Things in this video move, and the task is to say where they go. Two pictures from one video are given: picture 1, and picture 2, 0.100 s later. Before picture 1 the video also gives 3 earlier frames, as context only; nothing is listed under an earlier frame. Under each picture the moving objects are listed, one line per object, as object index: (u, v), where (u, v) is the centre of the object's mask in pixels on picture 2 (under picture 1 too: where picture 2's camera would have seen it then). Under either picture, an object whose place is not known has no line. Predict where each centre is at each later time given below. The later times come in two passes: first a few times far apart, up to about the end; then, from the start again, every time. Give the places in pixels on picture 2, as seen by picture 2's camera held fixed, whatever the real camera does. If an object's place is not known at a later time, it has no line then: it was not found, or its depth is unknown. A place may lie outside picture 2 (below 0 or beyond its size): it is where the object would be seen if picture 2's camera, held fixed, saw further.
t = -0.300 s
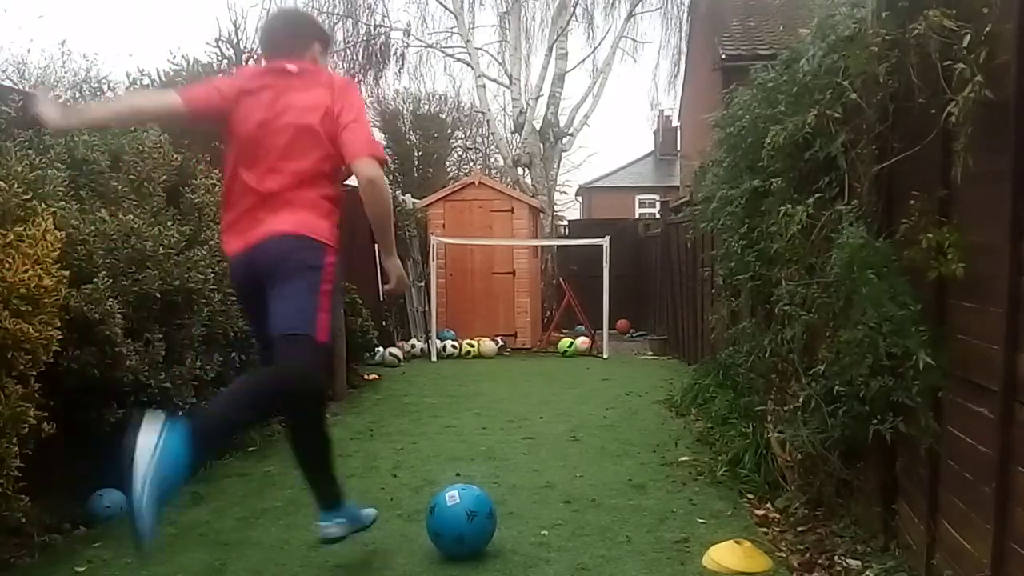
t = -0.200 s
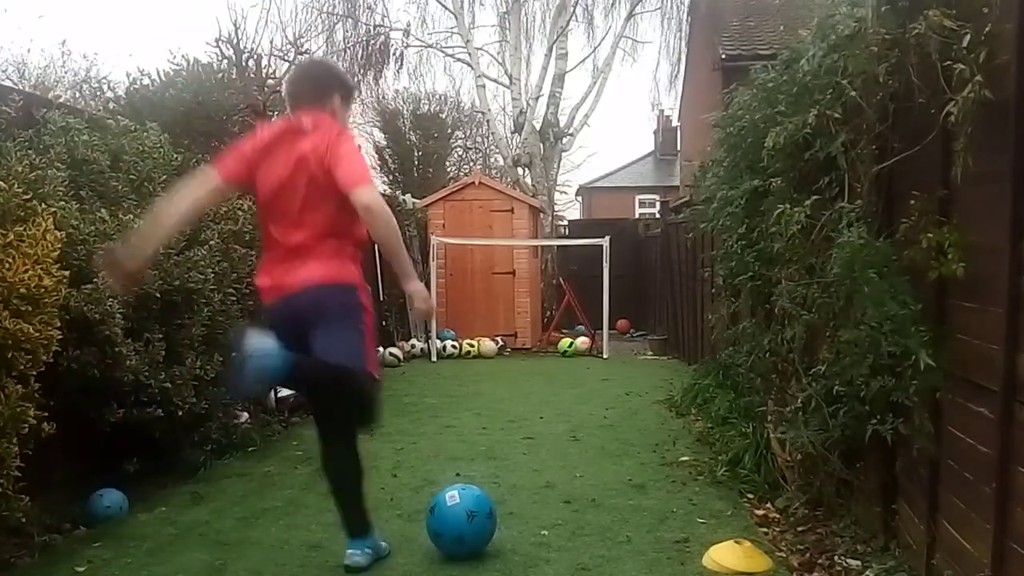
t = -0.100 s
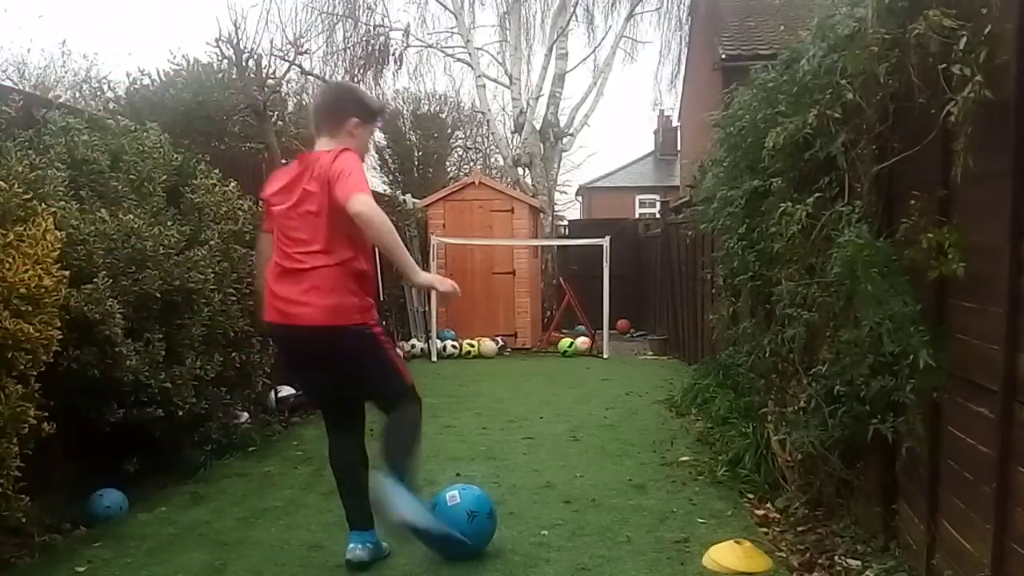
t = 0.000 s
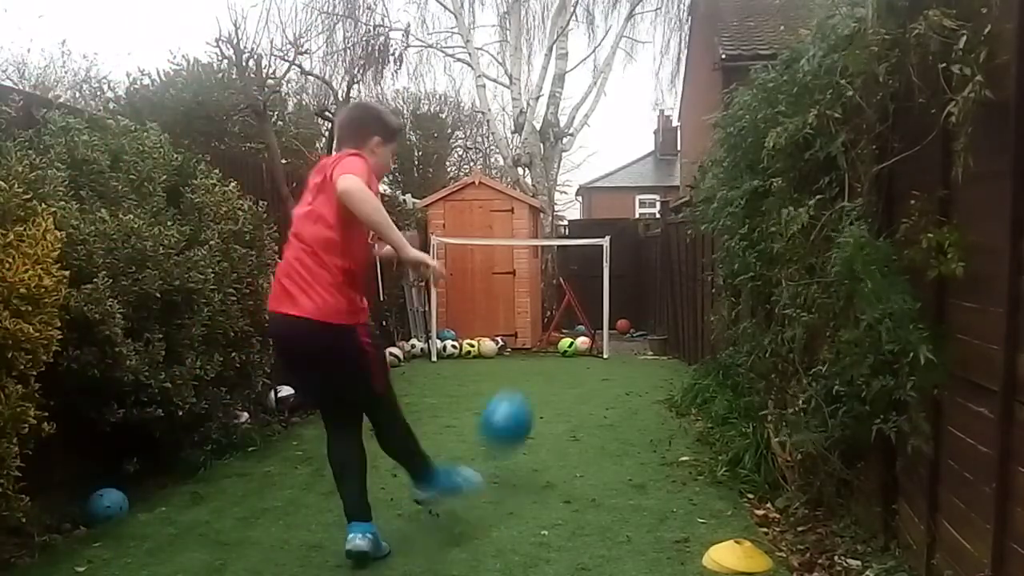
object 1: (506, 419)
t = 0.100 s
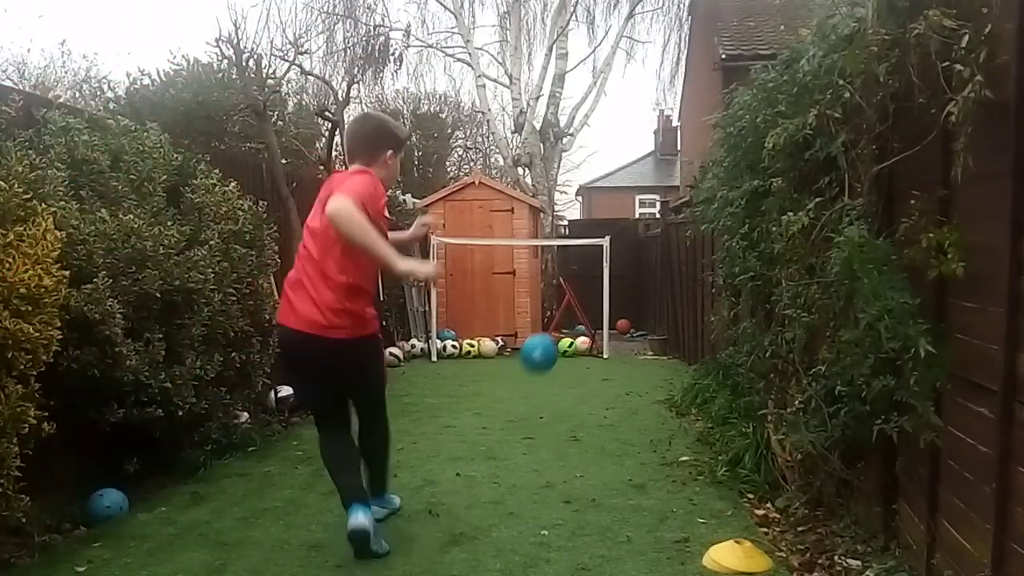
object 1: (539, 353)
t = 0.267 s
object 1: (570, 313)
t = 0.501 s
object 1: (586, 299)
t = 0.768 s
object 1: (560, 349)
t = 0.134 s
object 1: (547, 339)
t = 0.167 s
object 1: (554, 329)
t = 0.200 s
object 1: (560, 321)
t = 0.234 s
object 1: (565, 317)
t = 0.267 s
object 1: (570, 313)
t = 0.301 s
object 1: (575, 308)
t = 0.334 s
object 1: (579, 304)
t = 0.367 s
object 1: (583, 302)
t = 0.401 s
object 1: (587, 300)
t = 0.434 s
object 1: (589, 299)
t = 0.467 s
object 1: (590, 299)
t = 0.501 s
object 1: (586, 299)
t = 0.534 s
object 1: (581, 304)
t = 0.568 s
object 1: (578, 309)
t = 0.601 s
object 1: (575, 312)
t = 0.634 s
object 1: (572, 318)
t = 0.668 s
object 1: (568, 324)
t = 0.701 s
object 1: (566, 332)
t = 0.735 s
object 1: (563, 341)
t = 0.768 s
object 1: (560, 349)
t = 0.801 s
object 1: (558, 344)
